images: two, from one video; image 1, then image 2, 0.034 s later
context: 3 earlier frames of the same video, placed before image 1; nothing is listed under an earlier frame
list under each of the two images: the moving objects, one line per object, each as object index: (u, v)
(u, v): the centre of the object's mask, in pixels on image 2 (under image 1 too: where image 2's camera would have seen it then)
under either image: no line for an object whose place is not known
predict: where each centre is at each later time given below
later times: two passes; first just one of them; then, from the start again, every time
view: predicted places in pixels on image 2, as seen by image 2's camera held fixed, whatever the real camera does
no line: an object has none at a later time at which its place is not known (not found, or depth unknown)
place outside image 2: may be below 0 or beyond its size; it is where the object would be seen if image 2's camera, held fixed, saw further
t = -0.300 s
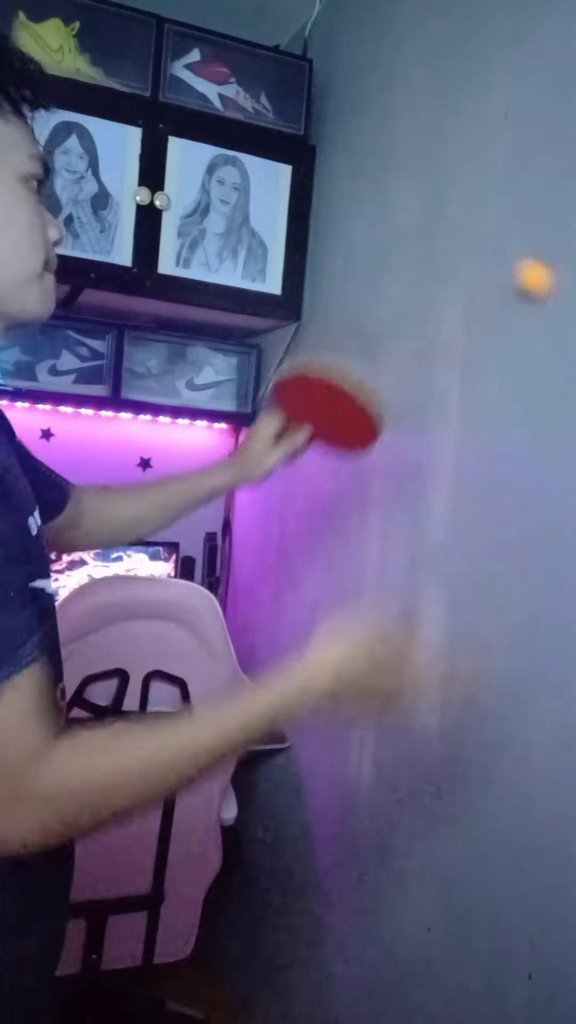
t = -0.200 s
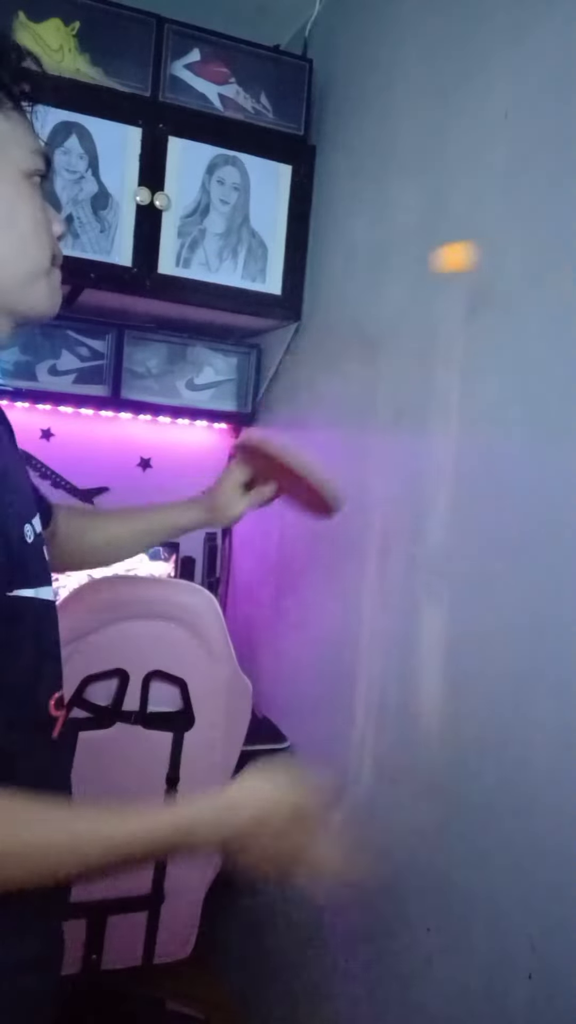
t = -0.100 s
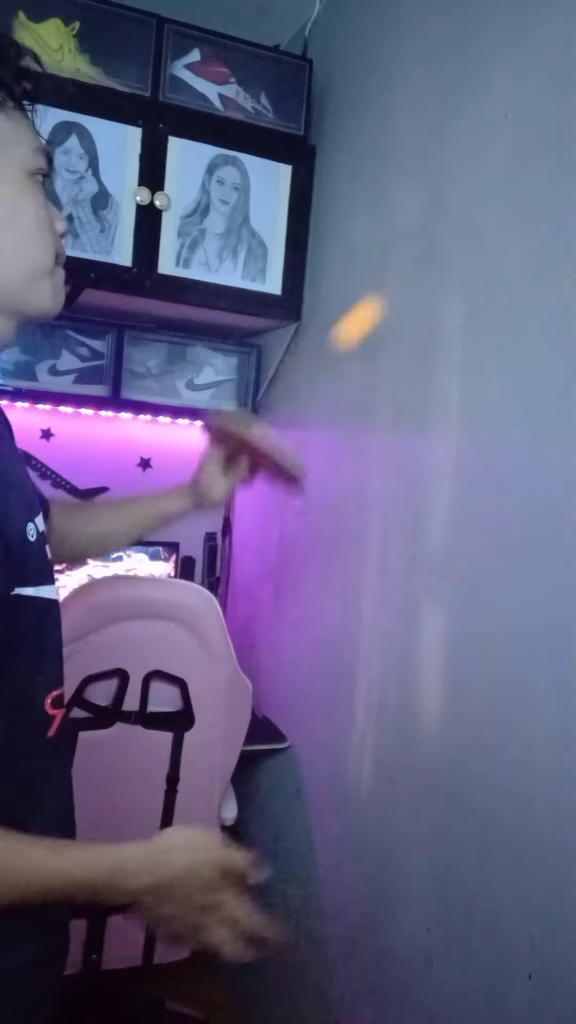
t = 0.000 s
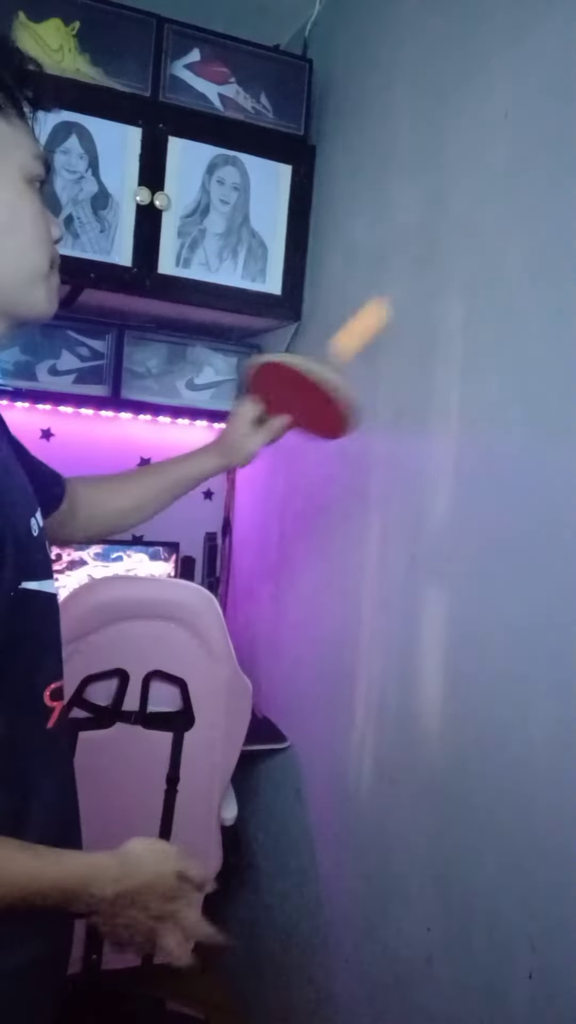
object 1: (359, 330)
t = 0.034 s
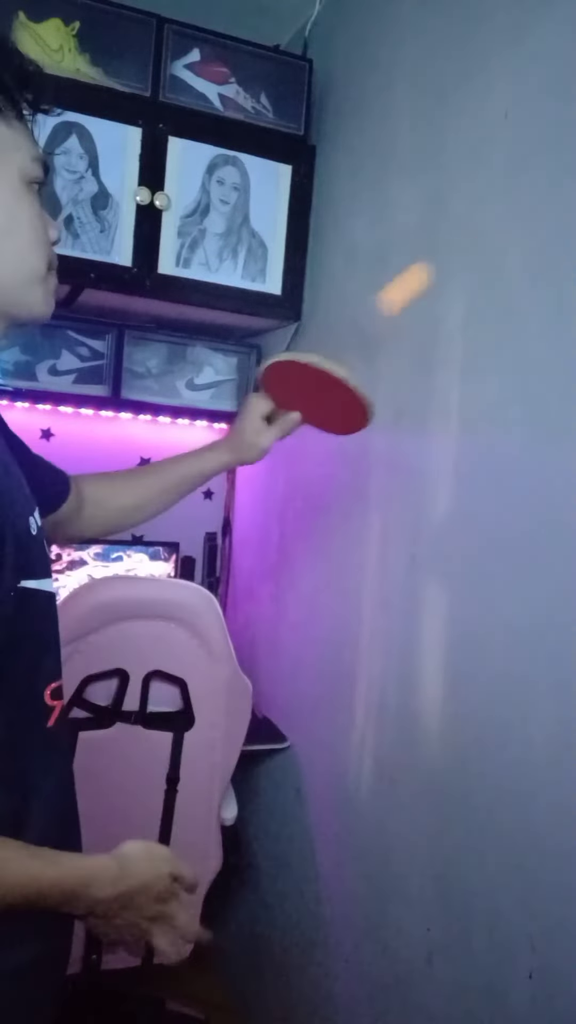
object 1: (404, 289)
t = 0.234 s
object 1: (439, 211)
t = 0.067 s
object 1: (446, 259)
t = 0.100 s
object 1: (484, 239)
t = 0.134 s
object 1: (513, 229)
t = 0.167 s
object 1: (497, 216)
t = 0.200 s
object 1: (468, 208)
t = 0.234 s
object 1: (439, 211)
